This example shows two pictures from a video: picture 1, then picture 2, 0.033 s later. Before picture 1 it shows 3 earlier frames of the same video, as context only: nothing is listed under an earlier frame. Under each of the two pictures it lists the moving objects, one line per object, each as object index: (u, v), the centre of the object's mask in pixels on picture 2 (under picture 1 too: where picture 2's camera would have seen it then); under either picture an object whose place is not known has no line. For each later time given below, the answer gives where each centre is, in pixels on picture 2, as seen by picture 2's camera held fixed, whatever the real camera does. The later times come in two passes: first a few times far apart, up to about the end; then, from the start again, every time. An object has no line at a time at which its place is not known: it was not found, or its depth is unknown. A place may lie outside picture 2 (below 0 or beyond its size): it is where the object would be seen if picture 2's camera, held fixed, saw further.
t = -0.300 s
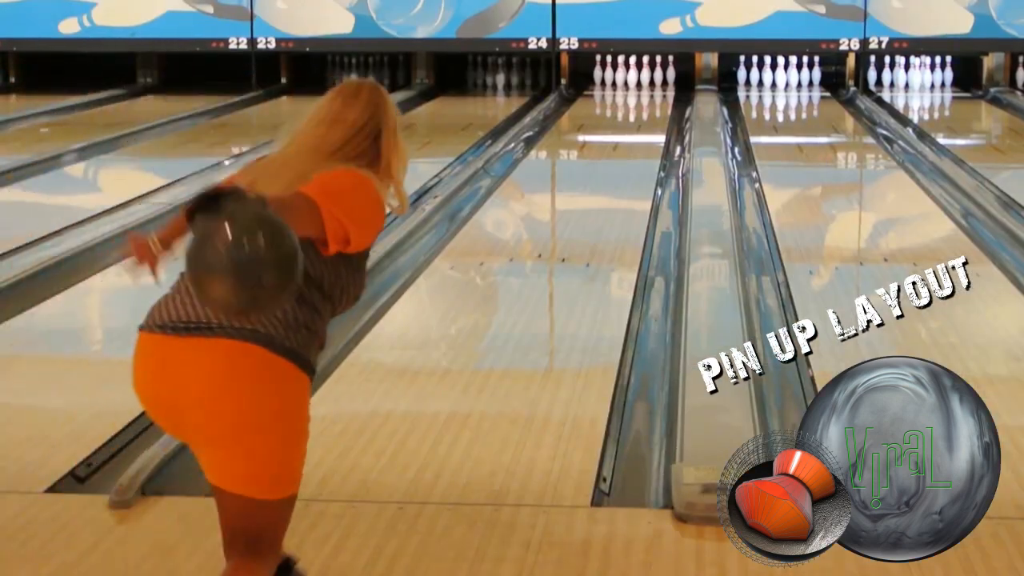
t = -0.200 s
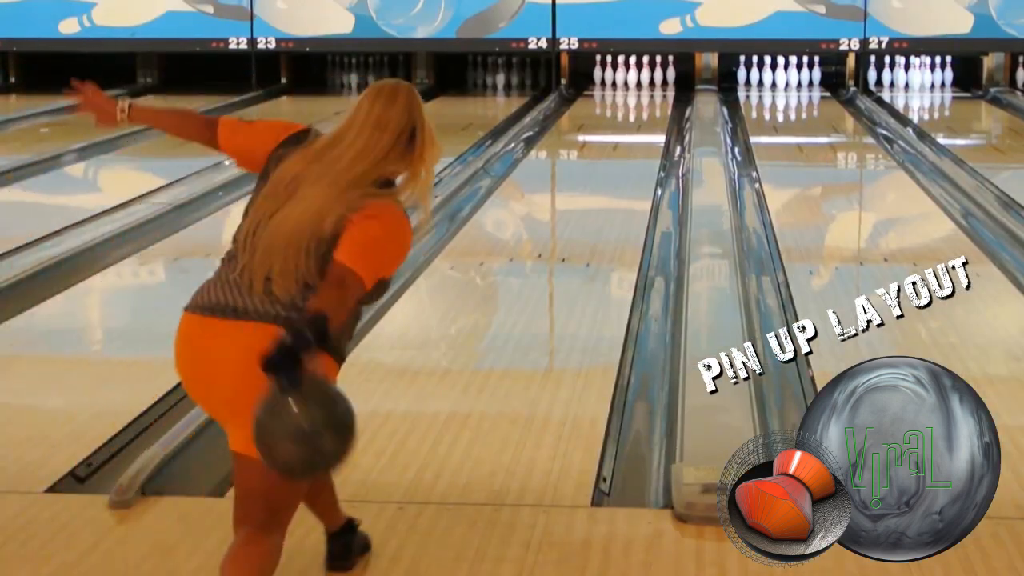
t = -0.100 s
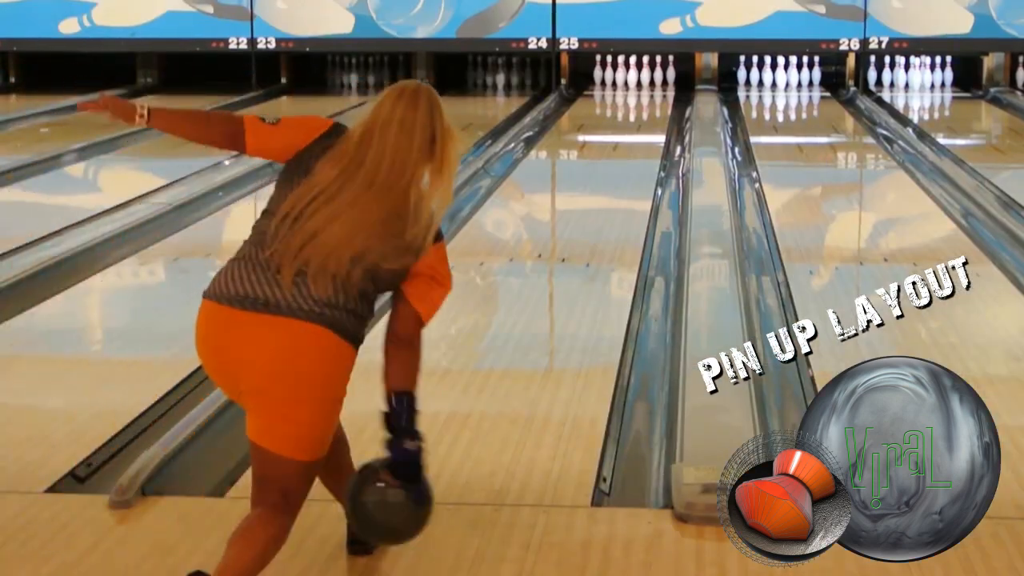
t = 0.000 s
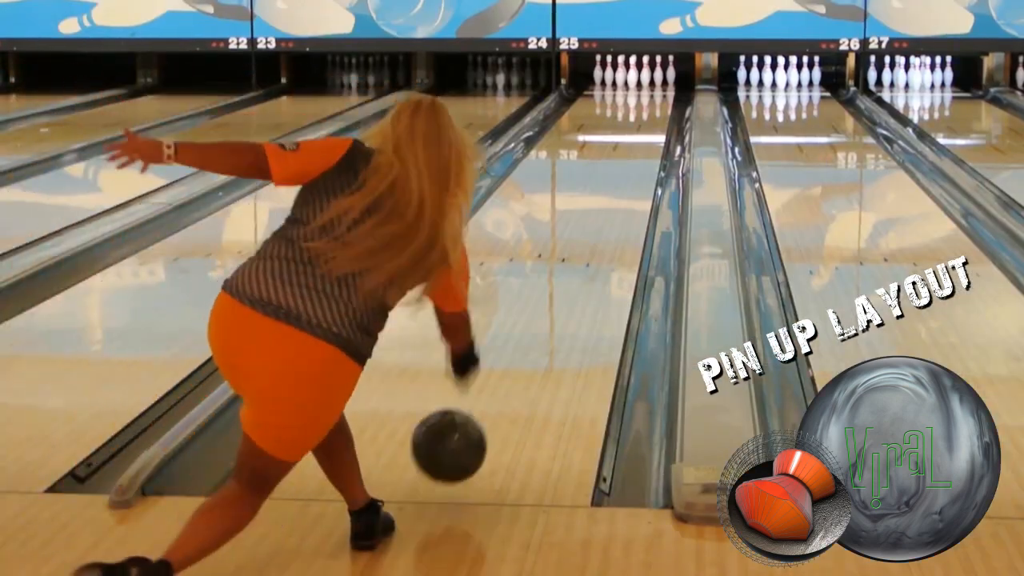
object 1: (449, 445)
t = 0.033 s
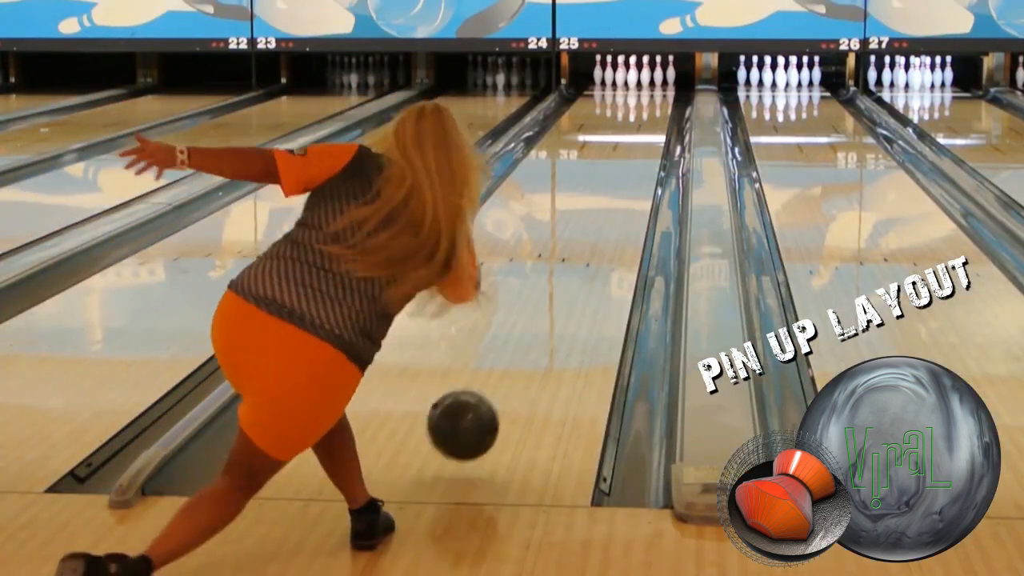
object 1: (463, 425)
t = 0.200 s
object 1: (518, 357)
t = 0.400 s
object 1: (562, 286)
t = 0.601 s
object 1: (591, 238)
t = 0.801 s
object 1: (613, 201)
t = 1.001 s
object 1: (628, 173)
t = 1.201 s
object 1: (639, 152)
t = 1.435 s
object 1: (647, 132)
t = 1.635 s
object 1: (653, 118)
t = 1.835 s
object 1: (655, 106)
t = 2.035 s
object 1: (654, 97)
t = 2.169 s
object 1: (652, 91)
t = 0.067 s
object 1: (476, 409)
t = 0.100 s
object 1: (488, 398)
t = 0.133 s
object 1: (499, 389)
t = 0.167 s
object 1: (509, 371)
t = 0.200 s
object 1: (518, 357)
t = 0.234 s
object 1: (527, 343)
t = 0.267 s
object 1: (535, 331)
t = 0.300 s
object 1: (542, 319)
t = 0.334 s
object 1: (549, 307)
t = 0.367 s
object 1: (556, 296)
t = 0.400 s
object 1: (562, 286)
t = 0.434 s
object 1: (567, 277)
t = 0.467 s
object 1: (573, 268)
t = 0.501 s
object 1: (578, 260)
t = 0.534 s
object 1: (583, 252)
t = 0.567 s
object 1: (587, 245)
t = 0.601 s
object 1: (591, 238)
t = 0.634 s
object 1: (596, 231)
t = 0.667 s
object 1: (599, 225)
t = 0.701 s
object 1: (603, 218)
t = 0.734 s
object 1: (606, 212)
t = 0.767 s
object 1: (609, 207)
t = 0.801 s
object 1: (613, 201)
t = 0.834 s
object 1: (615, 196)
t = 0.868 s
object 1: (618, 191)
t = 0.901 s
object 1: (621, 186)
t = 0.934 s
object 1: (623, 182)
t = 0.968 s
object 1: (626, 178)
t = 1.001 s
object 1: (628, 173)
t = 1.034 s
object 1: (630, 170)
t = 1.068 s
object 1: (632, 166)
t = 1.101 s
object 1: (634, 162)
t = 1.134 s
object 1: (636, 159)
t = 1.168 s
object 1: (637, 156)
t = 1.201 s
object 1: (639, 152)
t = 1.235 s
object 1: (640, 148)
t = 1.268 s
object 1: (642, 145)
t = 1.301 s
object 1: (643, 143)
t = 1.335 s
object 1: (644, 140)
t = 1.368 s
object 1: (645, 137)
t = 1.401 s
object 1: (646, 134)
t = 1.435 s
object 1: (647, 132)
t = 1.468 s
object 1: (648, 130)
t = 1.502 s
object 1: (650, 127)
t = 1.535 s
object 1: (651, 124)
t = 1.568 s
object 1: (651, 122)
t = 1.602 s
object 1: (652, 120)
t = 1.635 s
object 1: (653, 118)
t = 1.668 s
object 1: (653, 115)
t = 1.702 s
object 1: (654, 114)
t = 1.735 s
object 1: (654, 112)
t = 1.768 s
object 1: (655, 110)
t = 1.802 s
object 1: (654, 108)
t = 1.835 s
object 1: (655, 106)
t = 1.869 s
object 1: (655, 105)
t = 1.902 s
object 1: (655, 103)
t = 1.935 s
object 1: (655, 101)
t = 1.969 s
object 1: (655, 100)
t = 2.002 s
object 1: (655, 98)
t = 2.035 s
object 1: (654, 97)
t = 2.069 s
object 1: (653, 95)
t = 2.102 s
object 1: (653, 93)
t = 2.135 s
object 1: (652, 93)
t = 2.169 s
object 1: (652, 91)
